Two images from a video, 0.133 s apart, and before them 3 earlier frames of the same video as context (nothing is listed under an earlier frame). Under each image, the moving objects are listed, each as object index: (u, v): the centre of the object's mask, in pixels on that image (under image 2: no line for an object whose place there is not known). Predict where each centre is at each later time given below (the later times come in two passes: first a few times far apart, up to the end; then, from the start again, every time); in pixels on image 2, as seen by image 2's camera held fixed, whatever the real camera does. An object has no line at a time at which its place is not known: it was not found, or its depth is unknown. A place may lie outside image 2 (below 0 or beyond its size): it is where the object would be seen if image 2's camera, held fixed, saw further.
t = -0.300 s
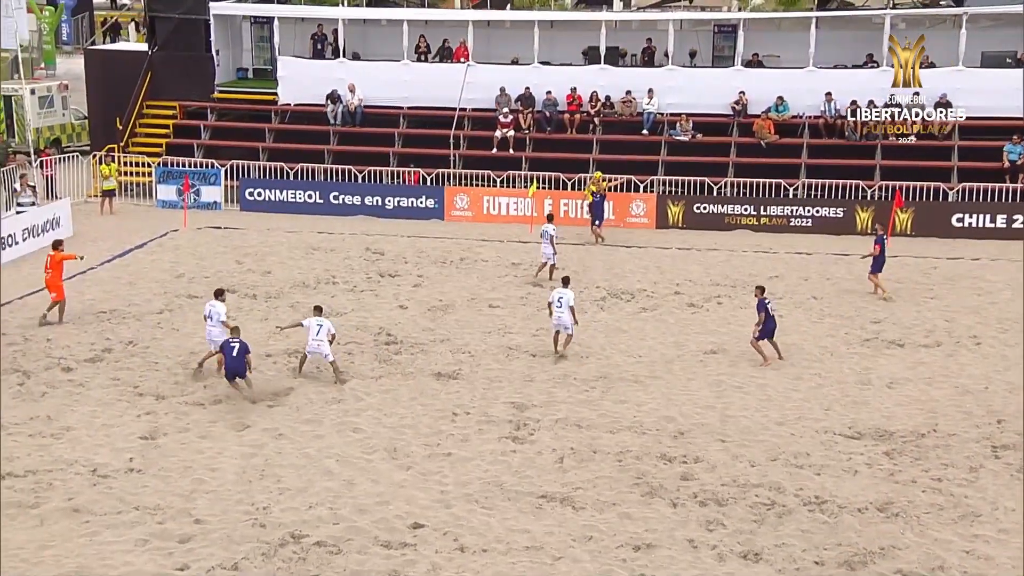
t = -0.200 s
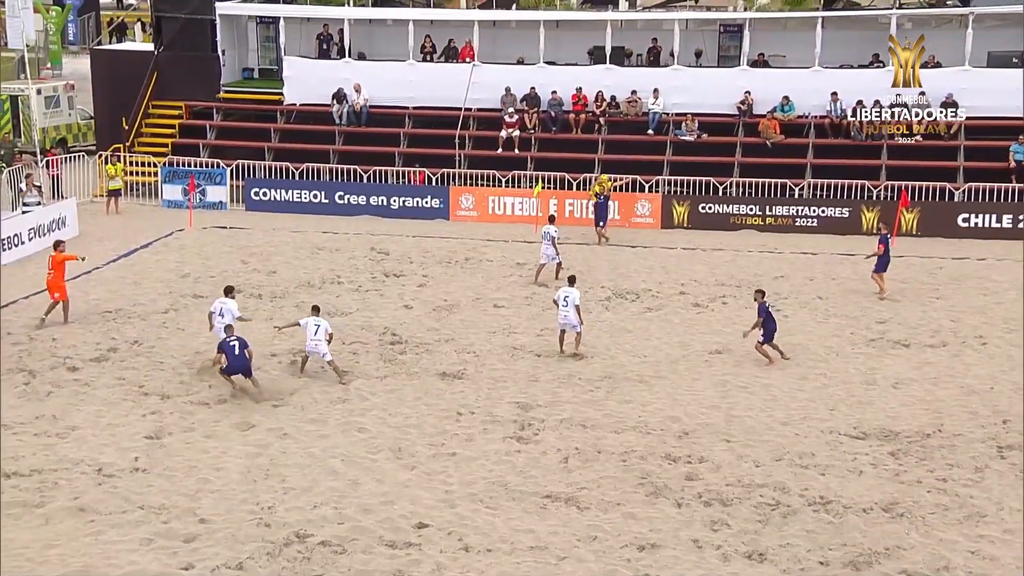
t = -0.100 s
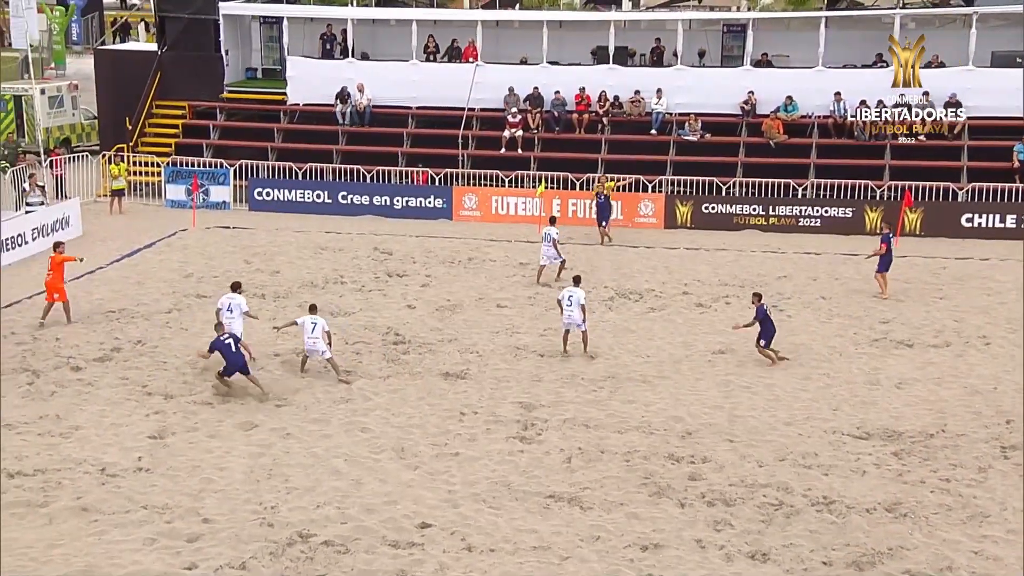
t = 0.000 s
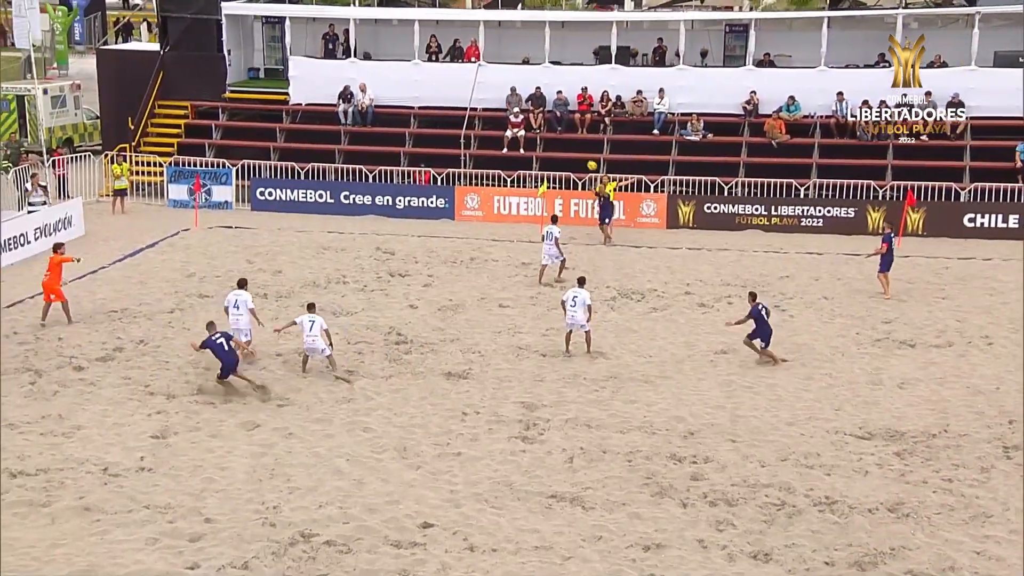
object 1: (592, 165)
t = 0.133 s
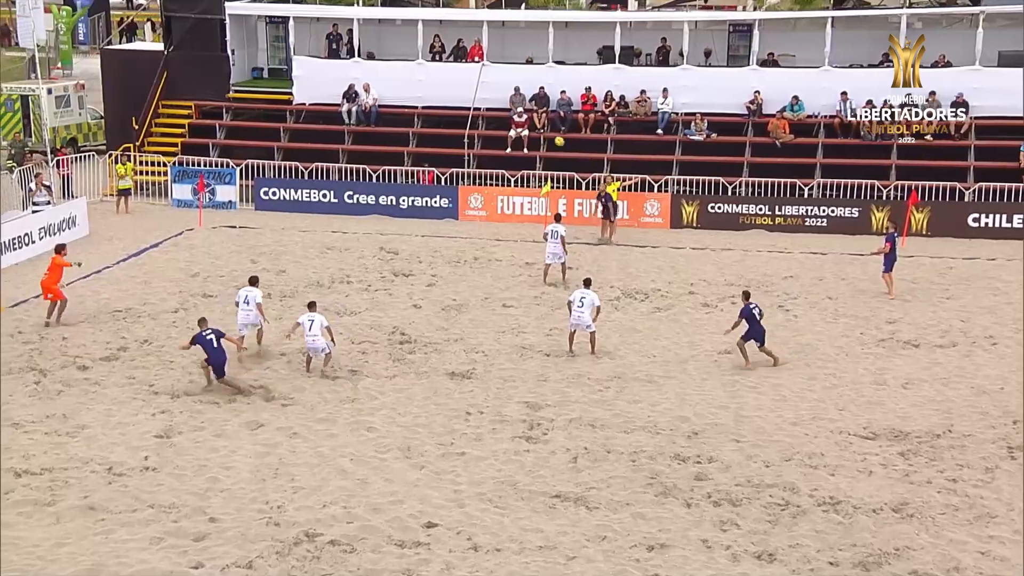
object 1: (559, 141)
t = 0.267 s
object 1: (524, 124)
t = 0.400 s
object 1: (486, 112)
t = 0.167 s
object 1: (550, 136)
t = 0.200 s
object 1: (542, 132)
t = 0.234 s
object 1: (533, 127)
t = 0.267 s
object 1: (524, 124)
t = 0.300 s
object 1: (514, 120)
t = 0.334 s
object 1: (505, 116)
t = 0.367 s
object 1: (496, 114)
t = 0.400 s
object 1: (486, 112)
